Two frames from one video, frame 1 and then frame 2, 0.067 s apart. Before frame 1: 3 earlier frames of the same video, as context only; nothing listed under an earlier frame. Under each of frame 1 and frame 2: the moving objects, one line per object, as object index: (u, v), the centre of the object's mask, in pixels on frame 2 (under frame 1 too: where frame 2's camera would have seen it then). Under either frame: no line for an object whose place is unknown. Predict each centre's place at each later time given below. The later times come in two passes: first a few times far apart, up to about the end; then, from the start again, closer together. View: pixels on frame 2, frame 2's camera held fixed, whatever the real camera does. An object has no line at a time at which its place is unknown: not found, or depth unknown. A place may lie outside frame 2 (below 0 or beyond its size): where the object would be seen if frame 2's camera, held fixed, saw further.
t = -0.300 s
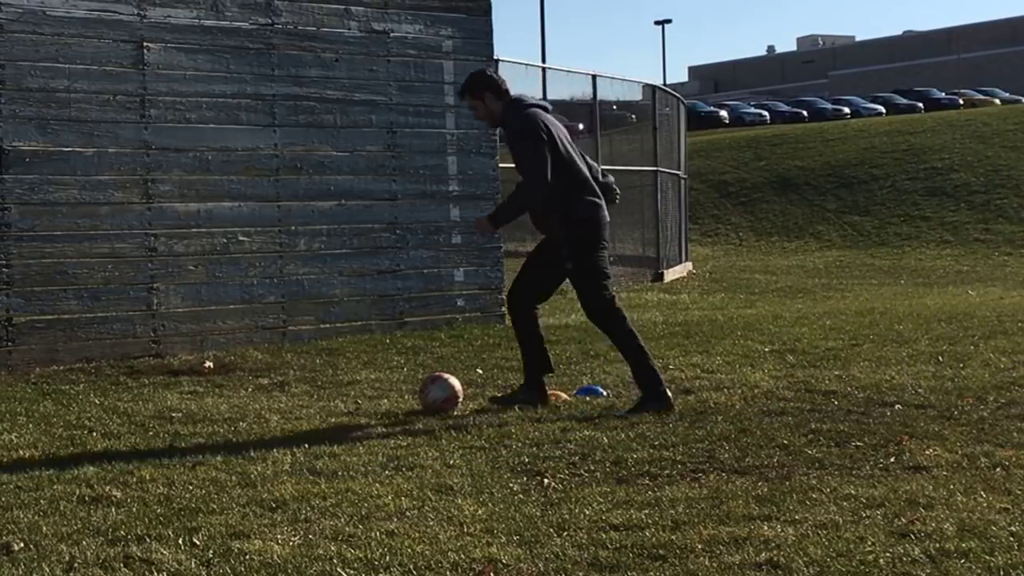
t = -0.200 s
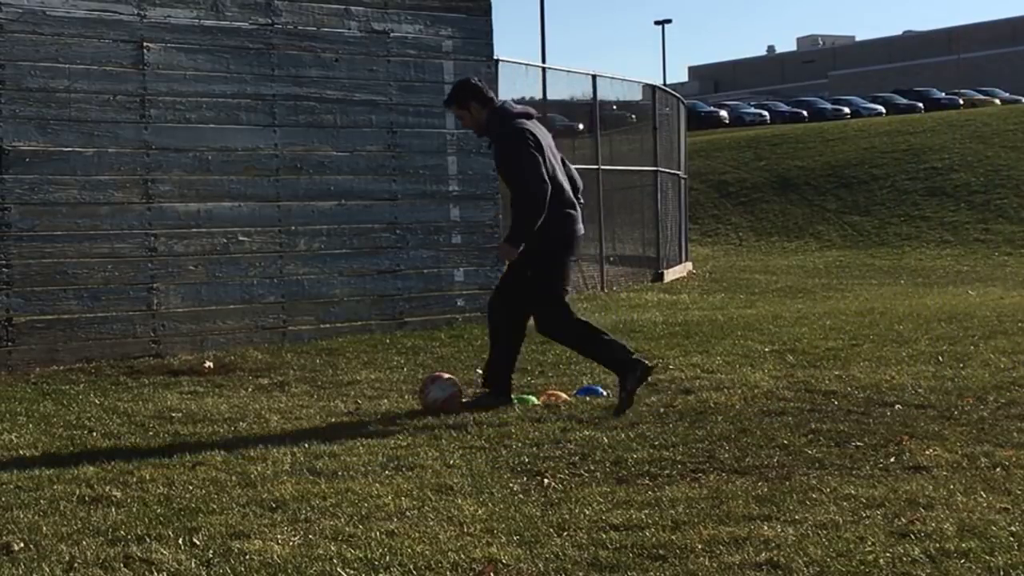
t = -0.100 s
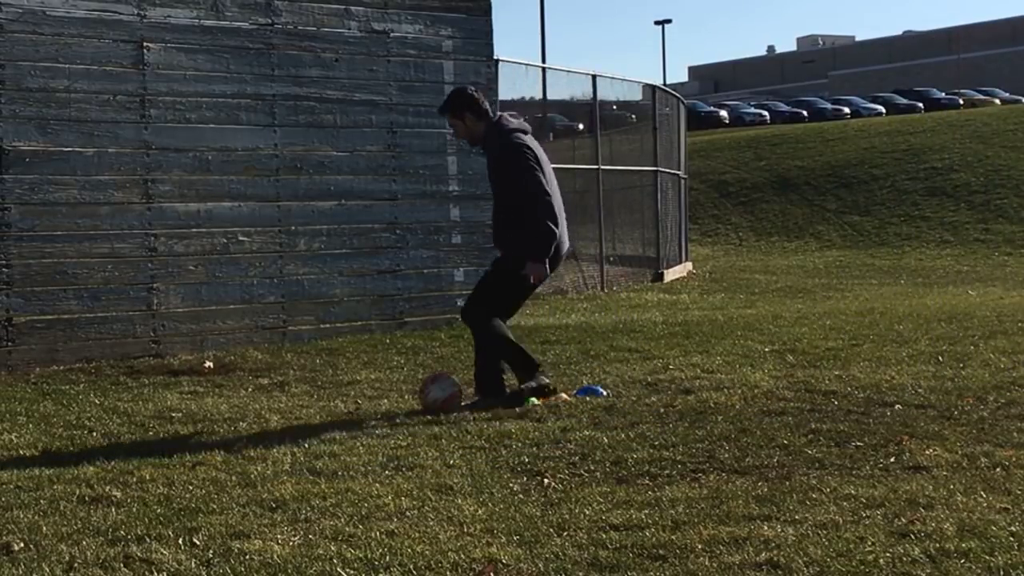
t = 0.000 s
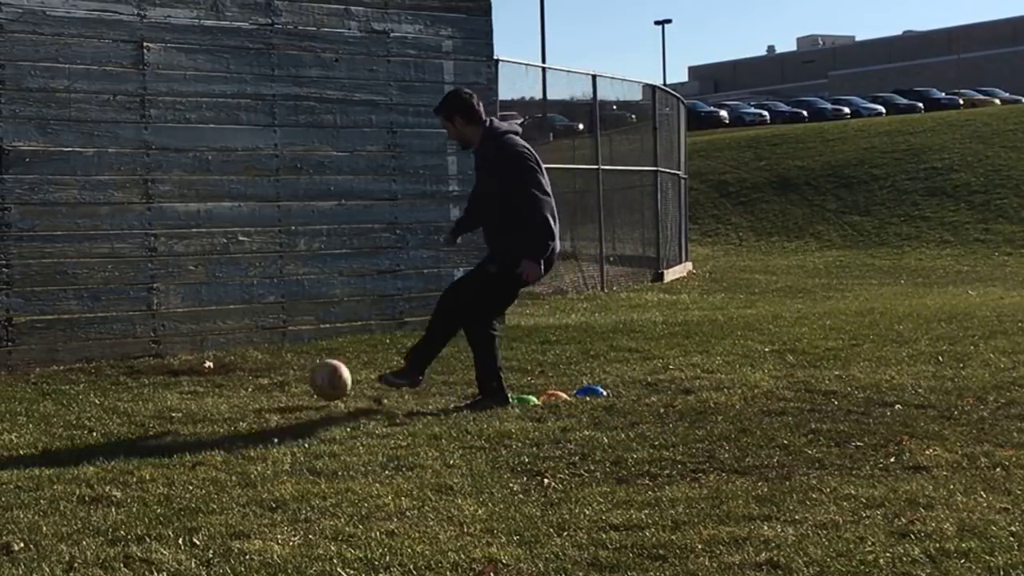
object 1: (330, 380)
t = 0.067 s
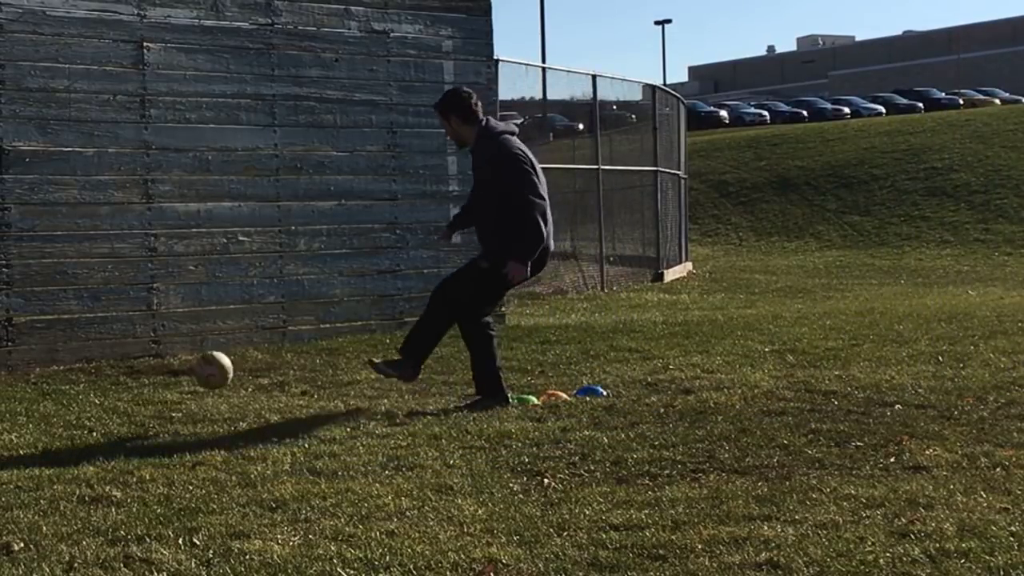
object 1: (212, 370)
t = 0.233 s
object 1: (10, 330)
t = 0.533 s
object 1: (116, 189)
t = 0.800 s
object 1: (300, 162)
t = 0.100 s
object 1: (161, 368)
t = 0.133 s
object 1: (112, 369)
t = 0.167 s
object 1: (67, 370)
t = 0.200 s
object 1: (35, 352)
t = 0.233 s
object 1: (10, 330)
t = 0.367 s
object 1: (19, 255)
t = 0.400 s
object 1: (38, 239)
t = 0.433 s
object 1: (56, 225)
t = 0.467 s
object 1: (77, 211)
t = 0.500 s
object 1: (95, 199)
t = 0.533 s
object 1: (116, 189)
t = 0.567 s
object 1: (137, 181)
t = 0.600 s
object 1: (159, 172)
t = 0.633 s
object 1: (181, 167)
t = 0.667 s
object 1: (203, 162)
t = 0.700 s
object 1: (226, 159)
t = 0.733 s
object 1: (250, 159)
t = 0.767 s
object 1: (275, 160)
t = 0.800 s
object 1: (300, 162)
